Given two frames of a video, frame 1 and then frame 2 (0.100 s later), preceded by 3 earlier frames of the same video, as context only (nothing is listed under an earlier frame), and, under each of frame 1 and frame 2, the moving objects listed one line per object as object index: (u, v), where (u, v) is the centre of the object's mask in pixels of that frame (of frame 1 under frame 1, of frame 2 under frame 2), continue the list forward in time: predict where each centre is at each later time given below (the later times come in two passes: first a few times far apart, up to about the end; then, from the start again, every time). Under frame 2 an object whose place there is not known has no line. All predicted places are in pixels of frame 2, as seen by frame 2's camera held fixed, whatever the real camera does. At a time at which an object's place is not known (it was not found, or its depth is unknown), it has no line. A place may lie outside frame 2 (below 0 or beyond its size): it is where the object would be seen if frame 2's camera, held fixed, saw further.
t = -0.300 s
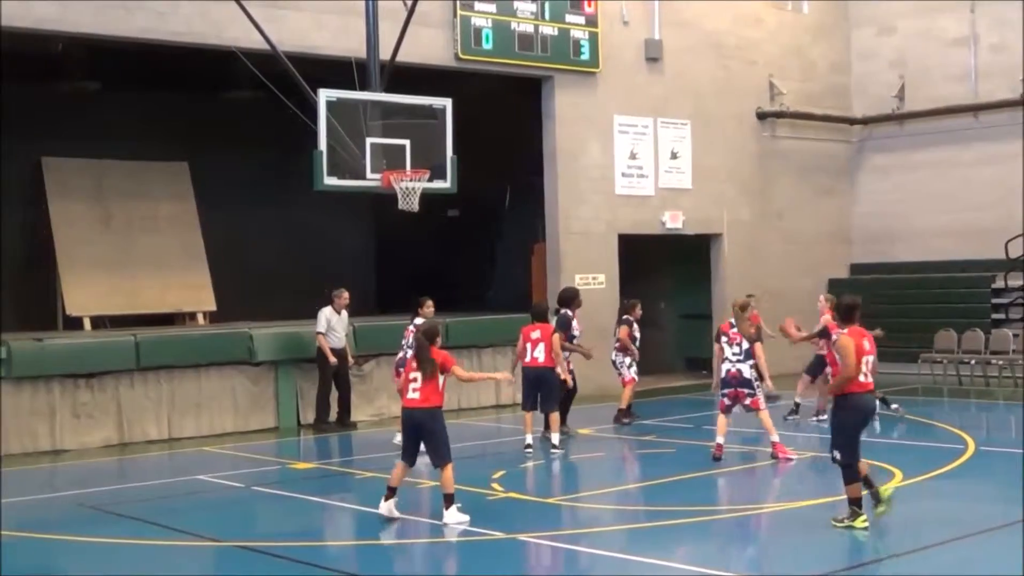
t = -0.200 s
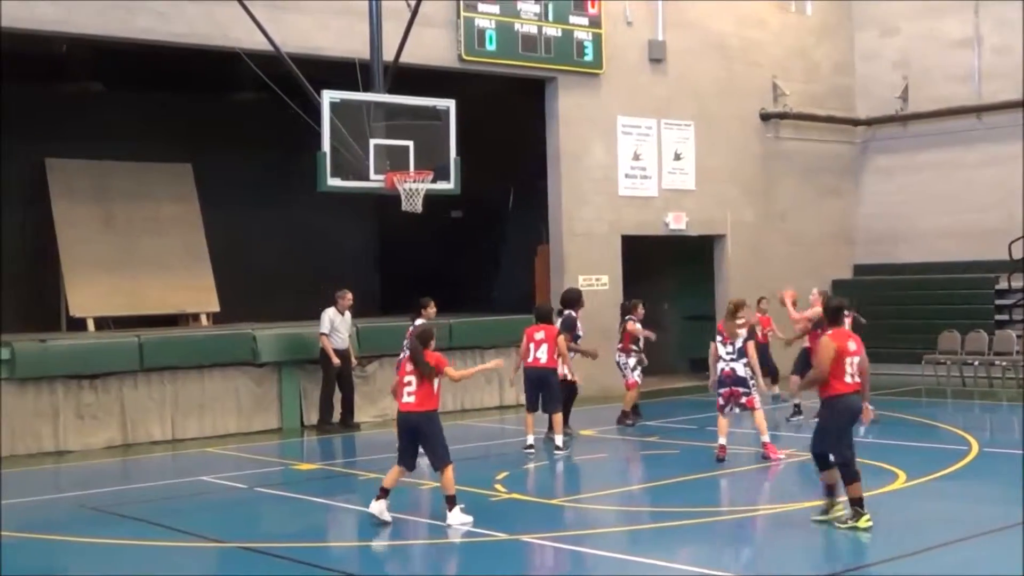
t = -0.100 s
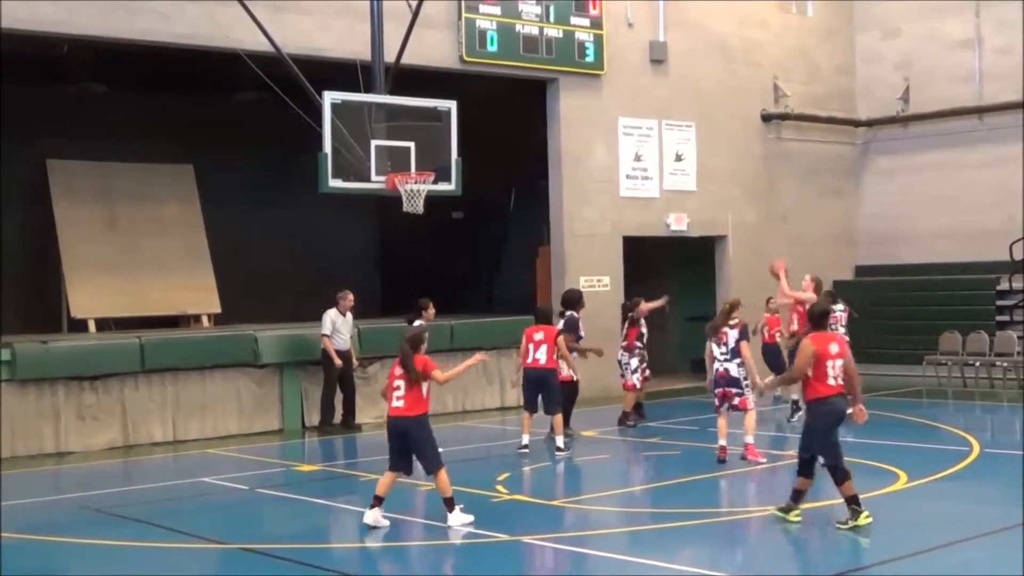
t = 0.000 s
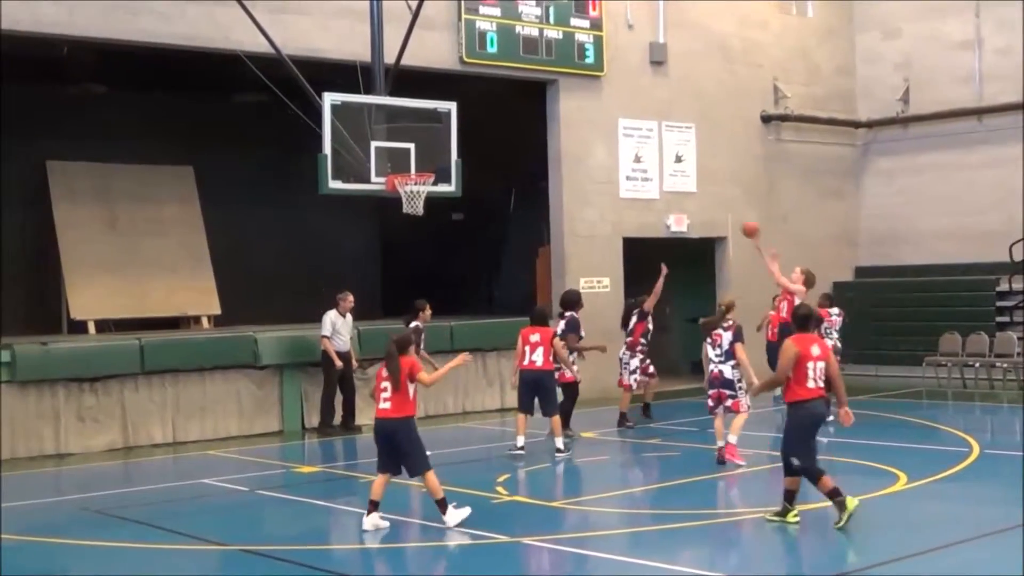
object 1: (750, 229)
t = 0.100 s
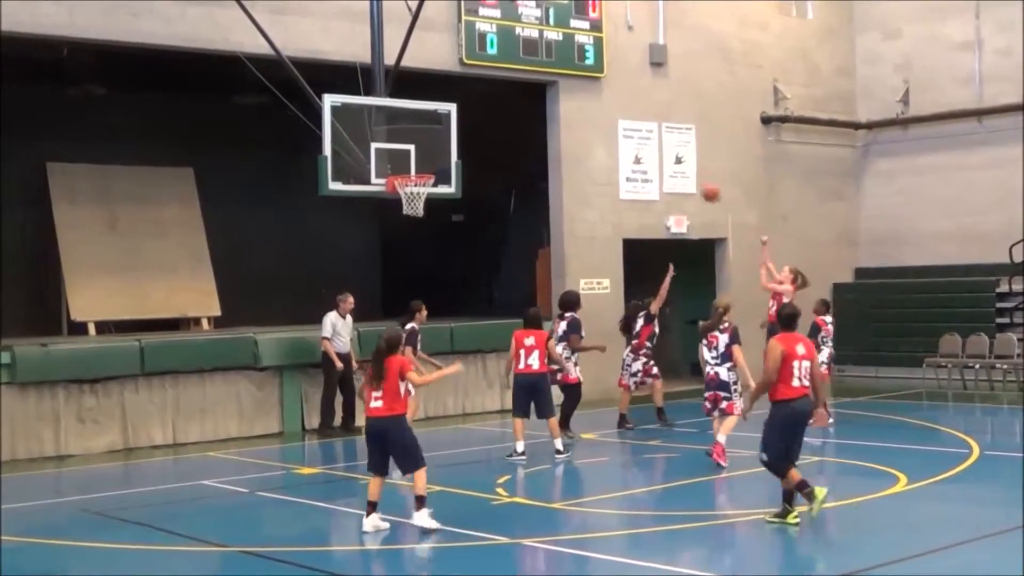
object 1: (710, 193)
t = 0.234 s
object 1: (658, 155)
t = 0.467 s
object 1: (564, 122)
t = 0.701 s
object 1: (468, 132)
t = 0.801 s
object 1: (427, 150)
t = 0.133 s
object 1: (698, 183)
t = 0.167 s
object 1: (683, 171)
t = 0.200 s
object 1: (671, 163)
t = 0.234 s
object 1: (658, 155)
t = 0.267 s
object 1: (644, 147)
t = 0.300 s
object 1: (631, 141)
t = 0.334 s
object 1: (617, 135)
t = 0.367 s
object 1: (604, 131)
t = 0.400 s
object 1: (591, 127)
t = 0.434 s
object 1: (577, 124)
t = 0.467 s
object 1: (564, 122)
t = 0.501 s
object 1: (550, 120)
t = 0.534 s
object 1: (536, 120)
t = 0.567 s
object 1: (523, 121)
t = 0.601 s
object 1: (510, 122)
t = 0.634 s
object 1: (496, 124)
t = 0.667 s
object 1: (482, 128)
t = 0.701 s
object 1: (468, 132)
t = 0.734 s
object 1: (455, 137)
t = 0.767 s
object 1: (441, 143)
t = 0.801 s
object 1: (427, 150)
